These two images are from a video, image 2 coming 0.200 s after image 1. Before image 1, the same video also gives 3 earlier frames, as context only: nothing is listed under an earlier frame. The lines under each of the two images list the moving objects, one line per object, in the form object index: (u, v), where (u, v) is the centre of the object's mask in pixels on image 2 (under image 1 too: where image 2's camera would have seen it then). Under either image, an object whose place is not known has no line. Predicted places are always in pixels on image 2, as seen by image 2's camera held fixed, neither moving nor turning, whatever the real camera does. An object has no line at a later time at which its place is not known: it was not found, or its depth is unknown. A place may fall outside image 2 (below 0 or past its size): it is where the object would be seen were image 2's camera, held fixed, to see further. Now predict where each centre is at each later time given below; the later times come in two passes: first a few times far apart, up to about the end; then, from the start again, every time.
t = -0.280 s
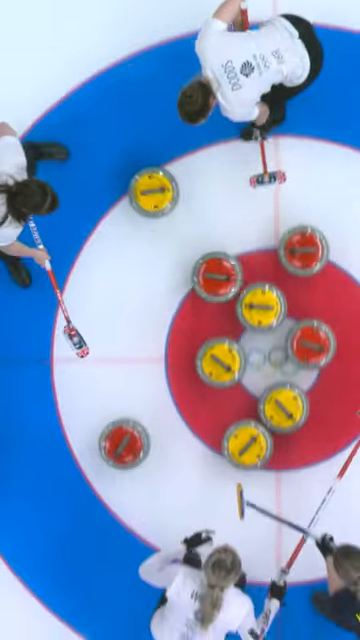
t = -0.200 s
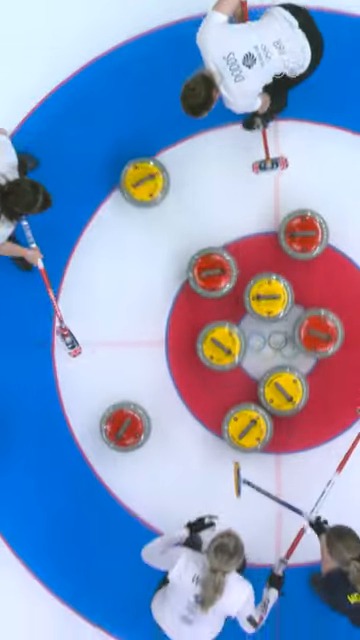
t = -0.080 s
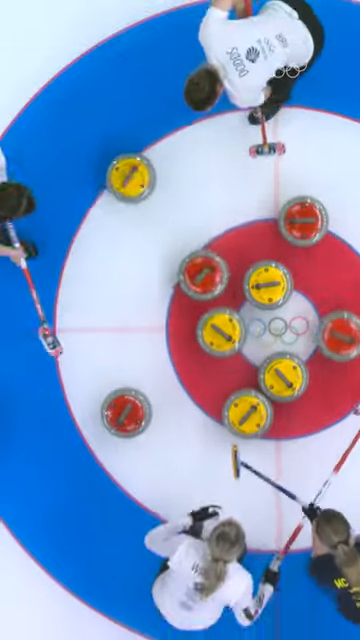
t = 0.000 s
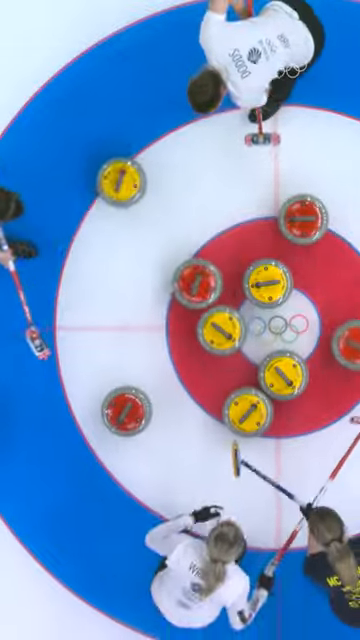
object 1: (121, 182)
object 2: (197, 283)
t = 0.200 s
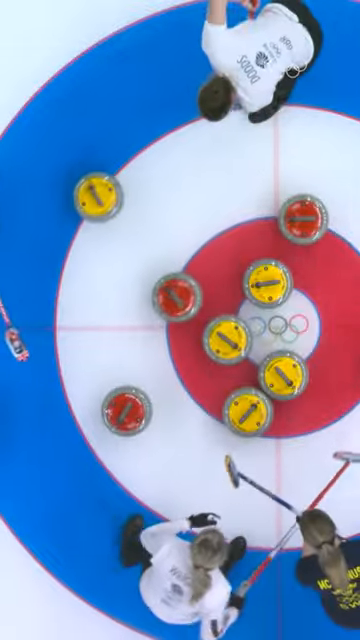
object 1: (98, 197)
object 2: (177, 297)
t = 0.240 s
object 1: (93, 200)
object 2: (173, 299)
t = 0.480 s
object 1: (66, 217)
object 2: (149, 314)
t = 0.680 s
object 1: (44, 231)
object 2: (131, 326)
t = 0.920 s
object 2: (110, 339)
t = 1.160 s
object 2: (91, 352)
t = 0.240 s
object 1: (93, 200)
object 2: (173, 299)
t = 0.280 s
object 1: (89, 202)
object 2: (169, 302)
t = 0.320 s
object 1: (84, 206)
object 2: (165, 305)
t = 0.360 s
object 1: (80, 209)
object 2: (160, 307)
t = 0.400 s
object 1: (75, 212)
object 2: (157, 309)
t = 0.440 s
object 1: (71, 214)
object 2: (153, 311)
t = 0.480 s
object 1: (66, 217)
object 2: (149, 314)
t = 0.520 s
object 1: (62, 220)
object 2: (145, 316)
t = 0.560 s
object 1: (57, 223)
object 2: (142, 318)
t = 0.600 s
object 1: (53, 226)
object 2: (138, 321)
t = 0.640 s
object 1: (49, 229)
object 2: (134, 324)
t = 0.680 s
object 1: (44, 231)
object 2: (131, 326)
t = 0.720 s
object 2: (127, 328)
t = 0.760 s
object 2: (124, 330)
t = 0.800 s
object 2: (120, 333)
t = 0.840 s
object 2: (117, 335)
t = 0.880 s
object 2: (113, 337)
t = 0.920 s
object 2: (110, 339)
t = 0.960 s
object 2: (107, 341)
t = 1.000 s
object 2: (104, 343)
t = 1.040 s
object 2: (101, 346)
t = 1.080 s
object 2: (97, 348)
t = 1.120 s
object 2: (94, 350)
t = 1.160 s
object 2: (91, 352)
